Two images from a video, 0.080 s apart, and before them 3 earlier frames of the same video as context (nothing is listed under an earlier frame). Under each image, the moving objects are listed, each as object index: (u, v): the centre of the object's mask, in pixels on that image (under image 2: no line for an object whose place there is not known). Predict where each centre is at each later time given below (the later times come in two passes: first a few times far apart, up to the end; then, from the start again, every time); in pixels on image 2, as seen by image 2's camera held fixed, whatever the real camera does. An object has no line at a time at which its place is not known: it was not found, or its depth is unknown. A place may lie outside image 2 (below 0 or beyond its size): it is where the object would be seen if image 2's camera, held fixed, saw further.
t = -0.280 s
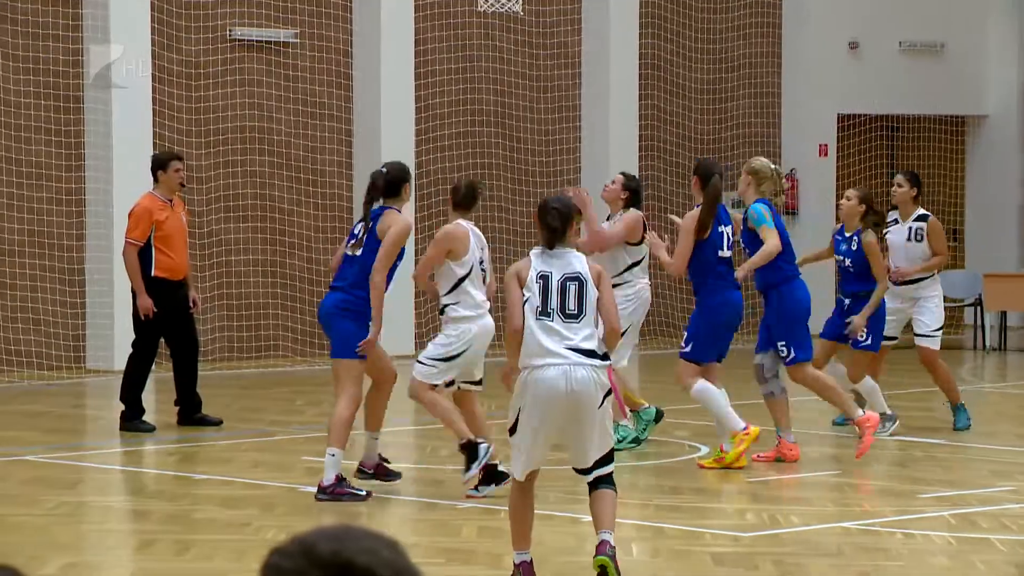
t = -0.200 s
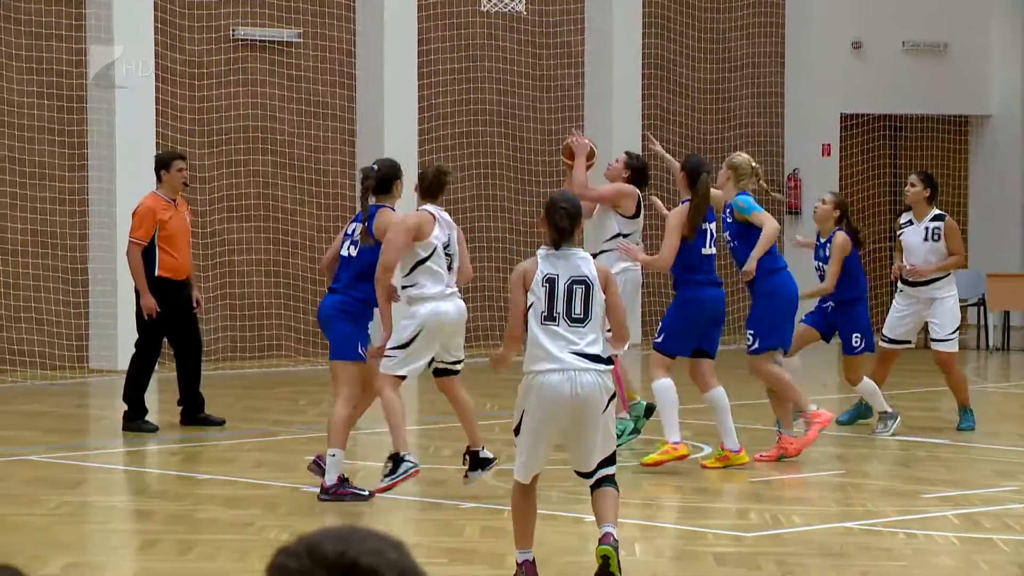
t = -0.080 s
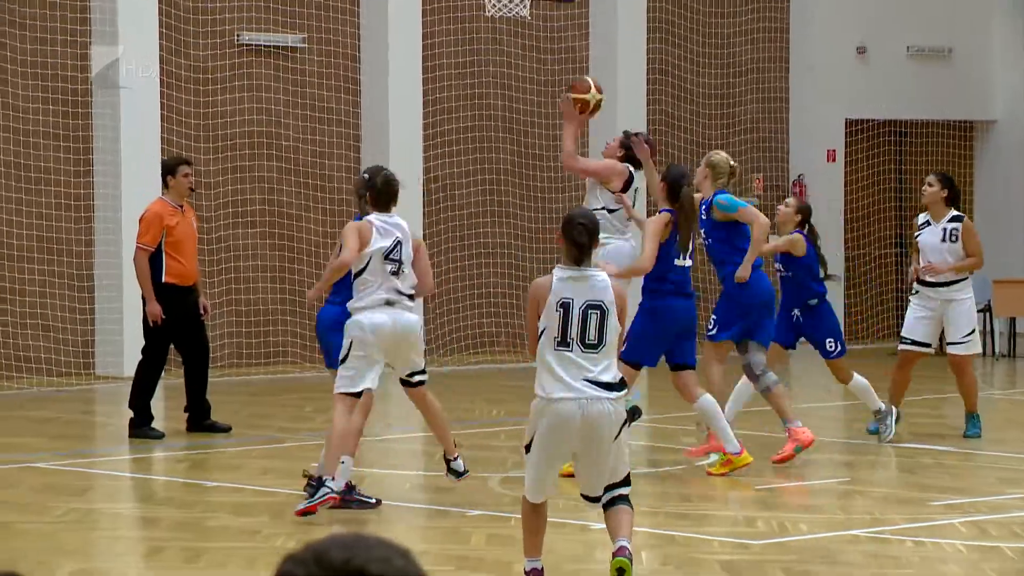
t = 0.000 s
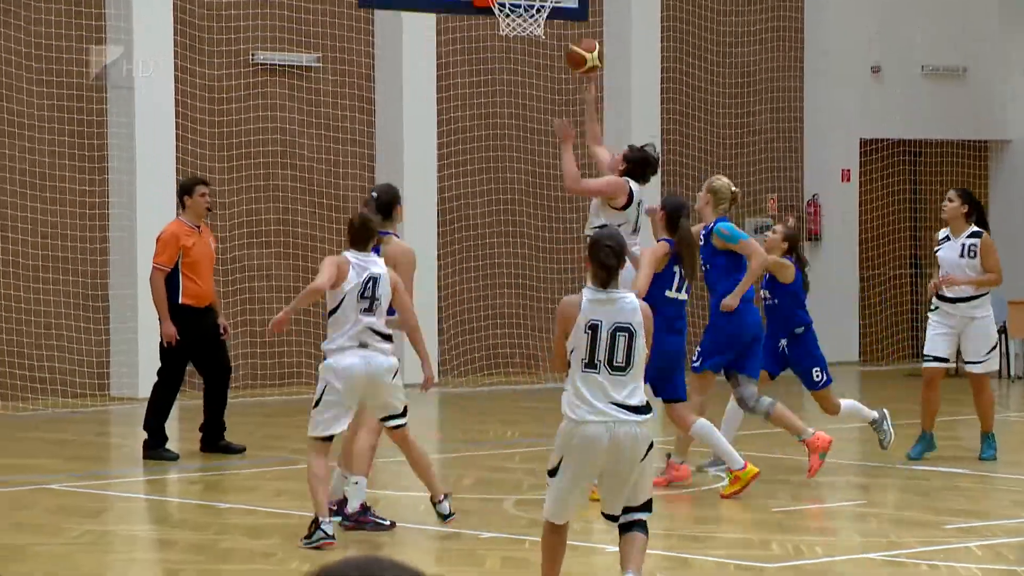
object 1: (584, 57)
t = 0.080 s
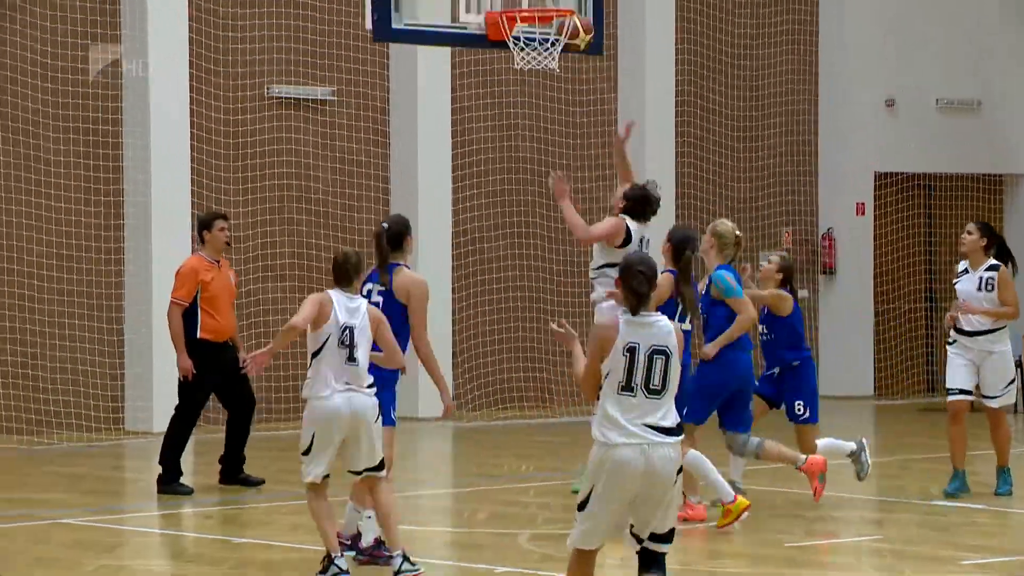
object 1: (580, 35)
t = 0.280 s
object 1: (532, -58)
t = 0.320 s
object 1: (534, -63)
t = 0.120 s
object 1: (565, 0)
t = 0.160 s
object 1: (551, -17)
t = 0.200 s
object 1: (539, -37)
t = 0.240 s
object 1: (531, -52)
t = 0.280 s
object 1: (532, -58)
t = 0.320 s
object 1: (534, -63)
